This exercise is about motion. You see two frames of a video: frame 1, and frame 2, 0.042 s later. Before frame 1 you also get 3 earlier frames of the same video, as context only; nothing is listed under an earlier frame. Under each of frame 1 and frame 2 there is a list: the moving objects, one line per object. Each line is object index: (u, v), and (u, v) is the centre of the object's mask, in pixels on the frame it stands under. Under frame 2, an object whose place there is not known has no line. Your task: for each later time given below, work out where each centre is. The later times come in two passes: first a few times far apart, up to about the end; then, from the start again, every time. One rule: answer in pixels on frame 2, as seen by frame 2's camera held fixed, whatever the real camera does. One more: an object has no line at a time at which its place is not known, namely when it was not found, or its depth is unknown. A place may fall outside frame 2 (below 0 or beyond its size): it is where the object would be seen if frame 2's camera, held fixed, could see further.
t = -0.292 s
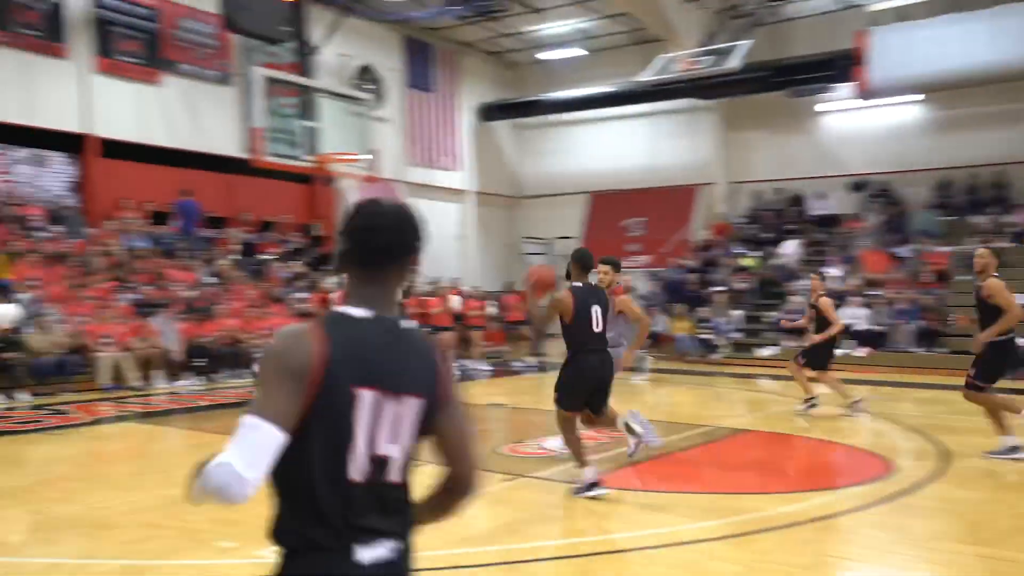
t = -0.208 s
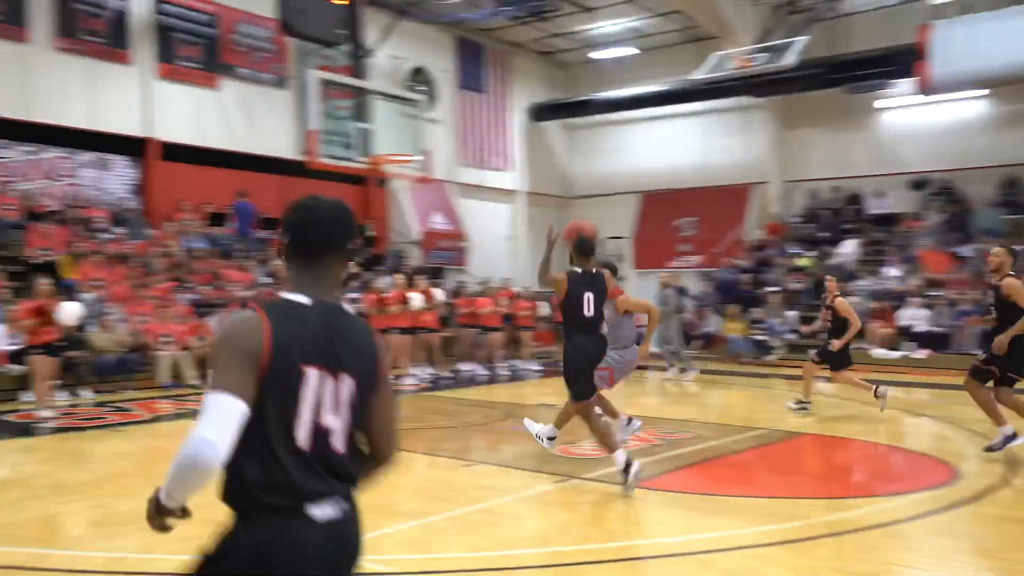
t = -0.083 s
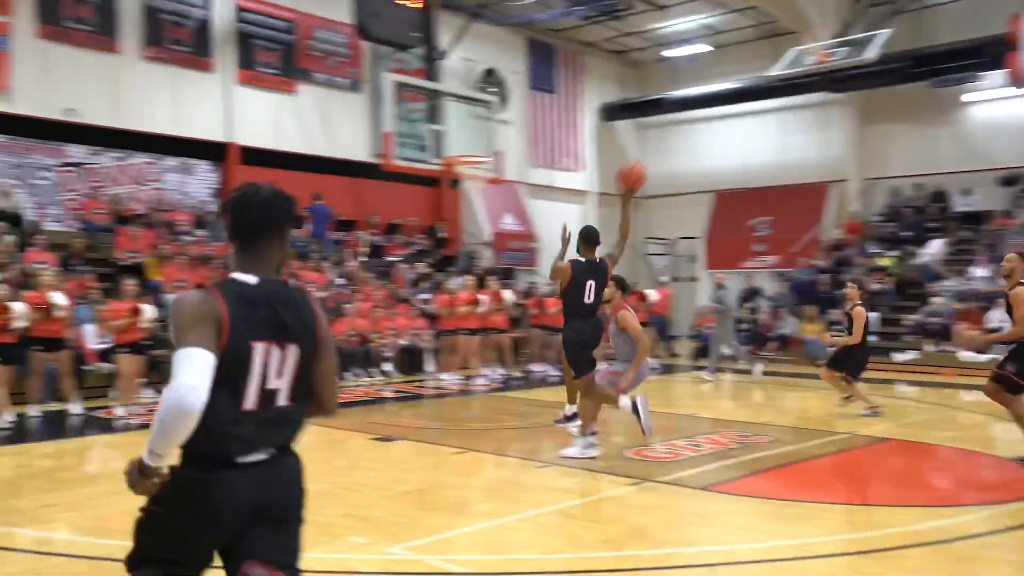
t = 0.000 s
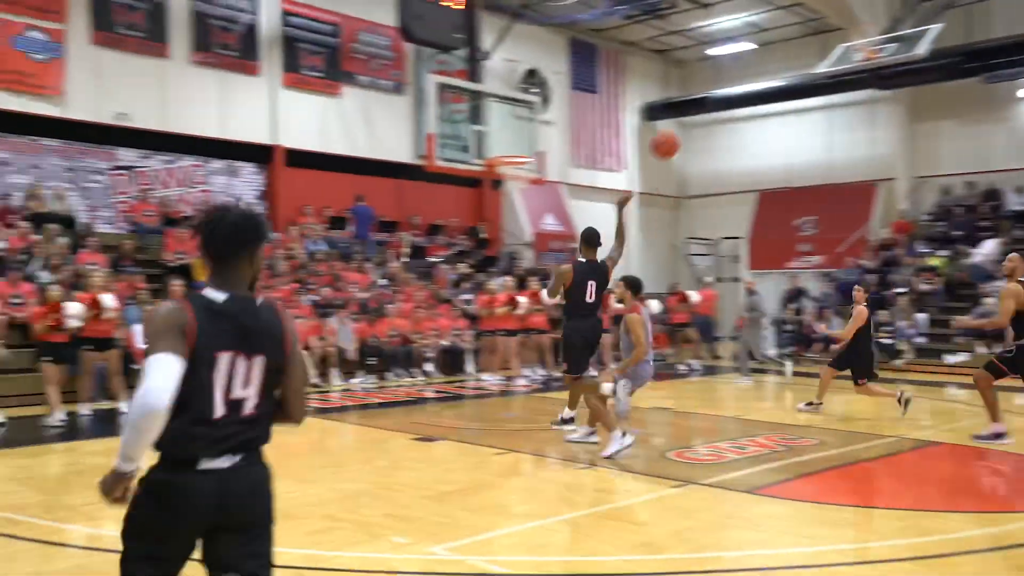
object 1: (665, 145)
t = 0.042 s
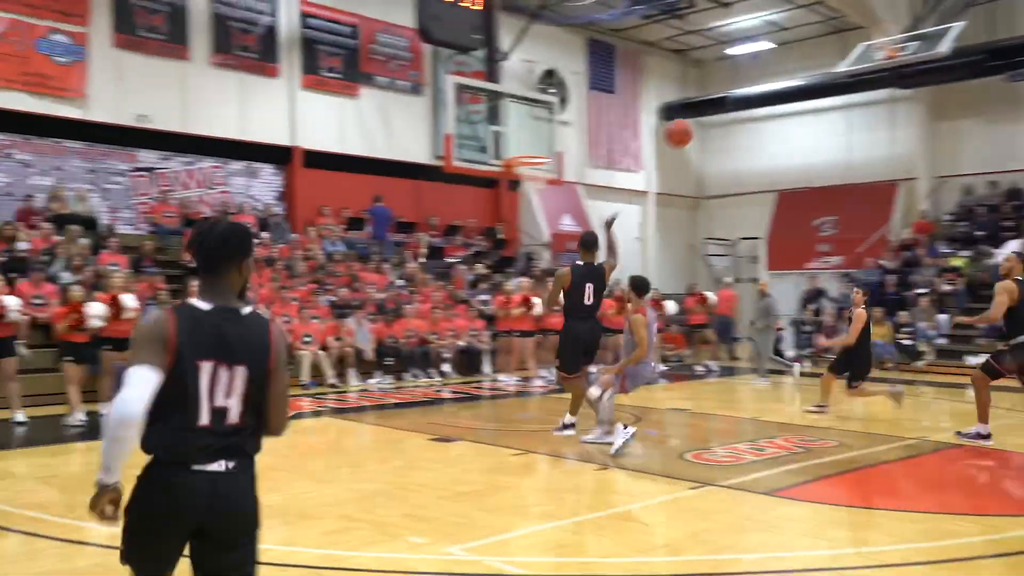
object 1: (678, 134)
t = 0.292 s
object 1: (660, 111)
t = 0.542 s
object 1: (642, 148)
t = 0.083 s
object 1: (675, 124)
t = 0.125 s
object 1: (672, 117)
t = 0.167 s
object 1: (669, 113)
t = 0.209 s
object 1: (666, 111)
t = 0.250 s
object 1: (662, 110)
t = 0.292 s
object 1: (660, 111)
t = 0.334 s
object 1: (657, 113)
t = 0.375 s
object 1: (653, 117)
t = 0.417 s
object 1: (651, 123)
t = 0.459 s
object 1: (648, 130)
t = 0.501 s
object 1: (644, 139)
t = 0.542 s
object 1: (642, 148)
